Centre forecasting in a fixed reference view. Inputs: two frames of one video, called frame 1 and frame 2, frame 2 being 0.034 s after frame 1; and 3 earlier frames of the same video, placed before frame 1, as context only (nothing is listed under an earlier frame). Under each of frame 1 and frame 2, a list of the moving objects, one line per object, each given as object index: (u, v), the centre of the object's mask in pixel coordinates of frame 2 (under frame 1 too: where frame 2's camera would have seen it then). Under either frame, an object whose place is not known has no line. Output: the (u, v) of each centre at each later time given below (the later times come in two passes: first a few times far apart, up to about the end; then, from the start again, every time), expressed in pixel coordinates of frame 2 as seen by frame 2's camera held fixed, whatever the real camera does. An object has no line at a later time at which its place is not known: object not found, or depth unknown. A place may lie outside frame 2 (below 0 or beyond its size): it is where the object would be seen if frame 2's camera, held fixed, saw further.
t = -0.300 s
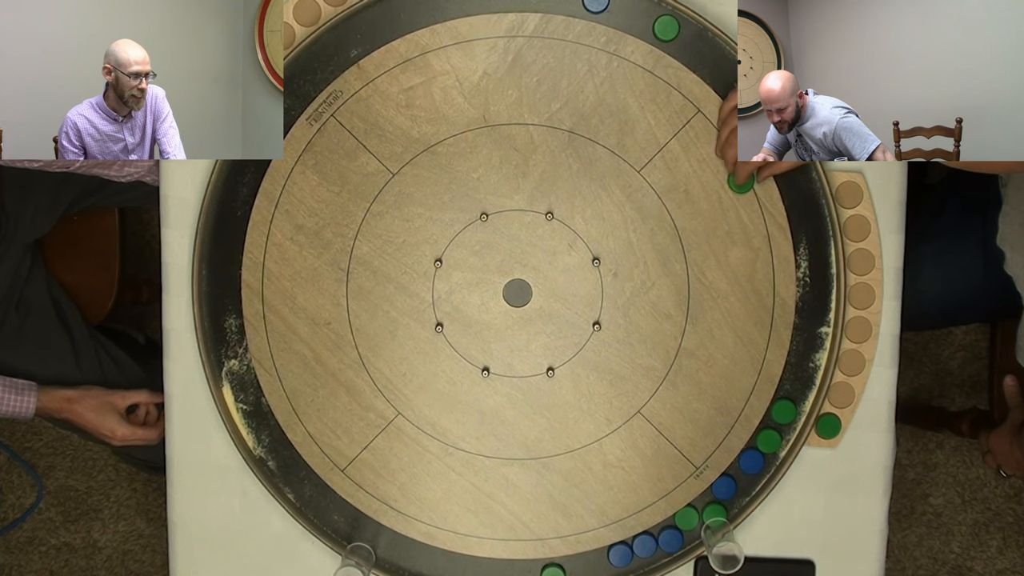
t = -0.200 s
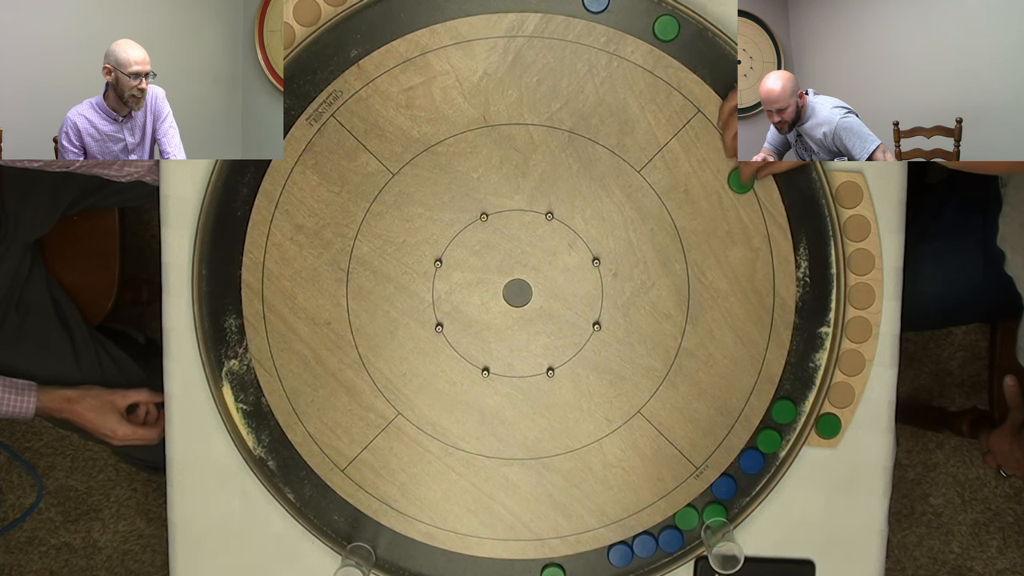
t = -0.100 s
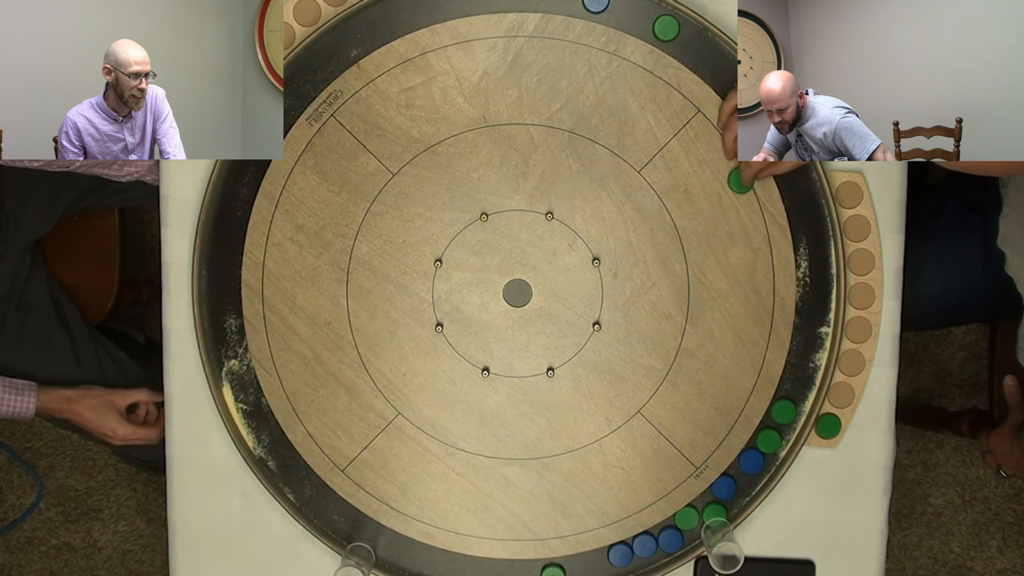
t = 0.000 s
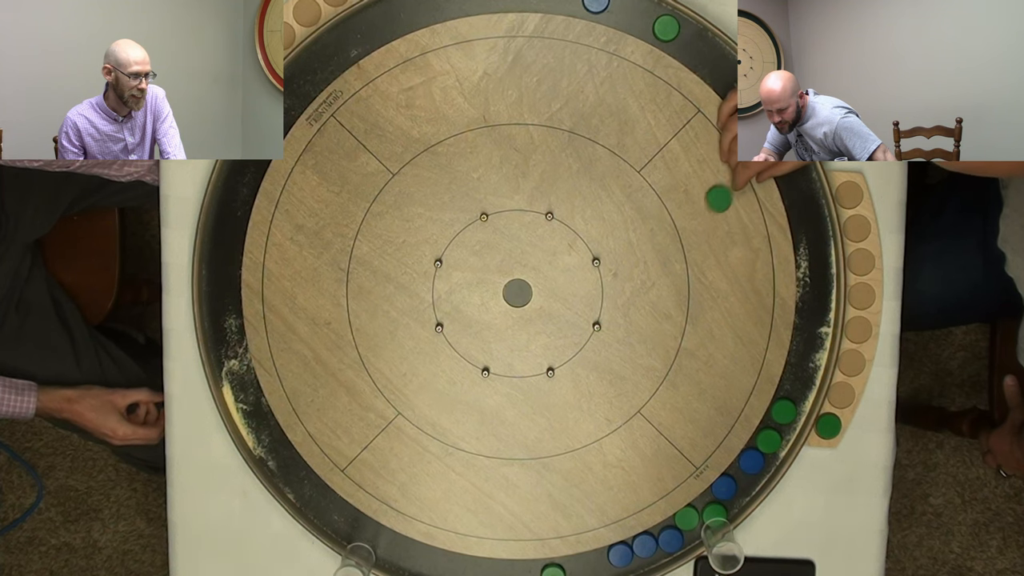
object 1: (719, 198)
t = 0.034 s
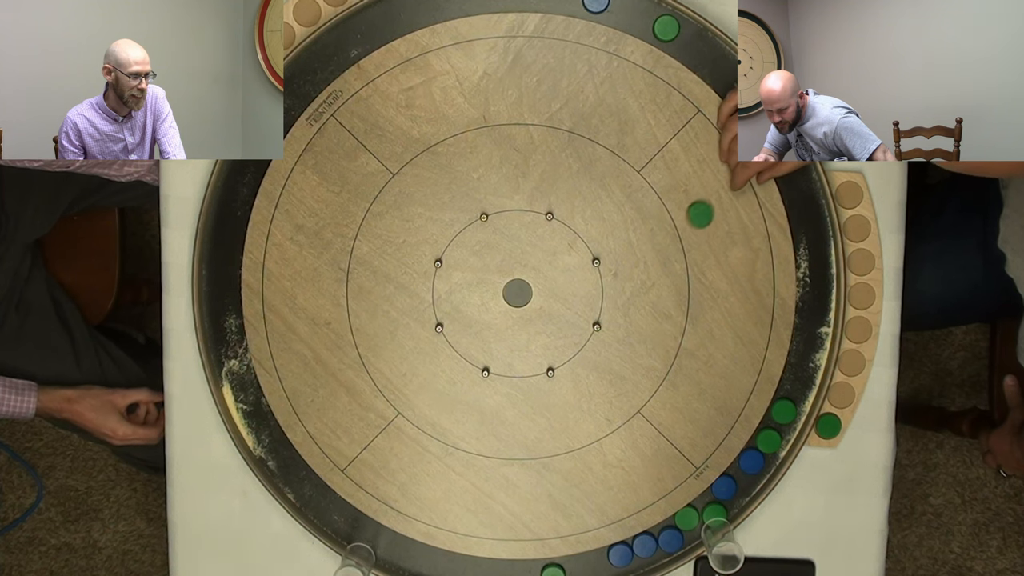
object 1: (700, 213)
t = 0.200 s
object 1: (627, 272)
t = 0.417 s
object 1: (583, 304)
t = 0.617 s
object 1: (581, 305)
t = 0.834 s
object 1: (581, 305)
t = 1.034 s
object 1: (581, 305)
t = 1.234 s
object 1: (581, 305)
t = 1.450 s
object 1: (582, 305)
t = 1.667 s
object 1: (581, 304)
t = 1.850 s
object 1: (581, 304)
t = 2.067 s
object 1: (582, 305)
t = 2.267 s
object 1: (582, 305)
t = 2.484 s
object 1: (582, 304)
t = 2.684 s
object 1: (582, 304)
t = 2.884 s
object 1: (582, 304)
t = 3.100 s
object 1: (582, 304)
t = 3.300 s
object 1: (582, 304)
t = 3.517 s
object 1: (582, 304)
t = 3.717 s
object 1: (582, 304)
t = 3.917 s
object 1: (582, 304)
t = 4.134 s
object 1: (582, 304)
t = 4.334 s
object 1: (582, 304)
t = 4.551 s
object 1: (582, 304)
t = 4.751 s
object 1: (582, 304)
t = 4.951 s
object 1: (582, 304)
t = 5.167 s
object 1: (582, 304)
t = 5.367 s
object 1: (582, 304)
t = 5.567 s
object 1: (582, 304)
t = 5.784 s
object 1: (582, 304)
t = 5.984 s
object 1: (582, 304)
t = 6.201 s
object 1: (582, 304)
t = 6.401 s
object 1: (582, 304)
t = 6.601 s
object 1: (582, 304)
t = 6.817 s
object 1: (582, 304)
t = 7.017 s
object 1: (582, 304)
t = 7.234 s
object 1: (582, 304)
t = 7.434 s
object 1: (582, 304)
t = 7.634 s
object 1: (582, 304)
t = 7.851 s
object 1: (582, 304)
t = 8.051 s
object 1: (582, 304)
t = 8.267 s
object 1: (582, 304)
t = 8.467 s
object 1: (582, 304)
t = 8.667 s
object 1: (582, 304)
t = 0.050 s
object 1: (691, 221)
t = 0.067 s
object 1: (682, 228)
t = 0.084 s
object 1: (674, 234)
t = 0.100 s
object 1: (666, 241)
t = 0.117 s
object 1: (659, 247)
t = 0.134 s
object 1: (652, 253)
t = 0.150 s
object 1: (645, 258)
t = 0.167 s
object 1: (639, 263)
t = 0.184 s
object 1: (633, 268)
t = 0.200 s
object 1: (627, 272)
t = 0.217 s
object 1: (621, 277)
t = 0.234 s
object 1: (617, 281)
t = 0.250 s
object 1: (612, 284)
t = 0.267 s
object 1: (608, 288)
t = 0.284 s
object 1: (603, 291)
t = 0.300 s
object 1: (600, 293)
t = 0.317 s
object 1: (596, 296)
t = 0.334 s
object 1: (593, 298)
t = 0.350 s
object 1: (590, 300)
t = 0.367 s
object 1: (588, 301)
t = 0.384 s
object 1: (586, 302)
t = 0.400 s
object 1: (585, 303)
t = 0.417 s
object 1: (583, 304)
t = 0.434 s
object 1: (582, 305)
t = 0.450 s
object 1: (582, 305)
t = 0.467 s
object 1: (581, 305)
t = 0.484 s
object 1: (581, 305)
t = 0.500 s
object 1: (581, 305)
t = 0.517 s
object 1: (581, 305)
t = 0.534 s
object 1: (581, 305)
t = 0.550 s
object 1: (581, 305)
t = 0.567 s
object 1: (581, 305)
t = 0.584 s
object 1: (581, 305)
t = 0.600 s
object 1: (581, 305)
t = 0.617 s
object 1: (581, 305)
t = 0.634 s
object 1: (581, 305)
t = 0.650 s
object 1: (581, 305)
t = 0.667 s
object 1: (581, 305)
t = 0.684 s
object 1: (581, 305)
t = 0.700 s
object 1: (581, 305)
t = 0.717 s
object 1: (581, 305)
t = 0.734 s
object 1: (581, 305)
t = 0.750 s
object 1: (581, 305)
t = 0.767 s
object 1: (581, 305)
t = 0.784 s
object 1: (581, 305)
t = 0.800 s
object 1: (581, 305)
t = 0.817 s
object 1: (581, 305)
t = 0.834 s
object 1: (581, 305)
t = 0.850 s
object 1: (581, 305)
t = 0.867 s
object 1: (581, 305)
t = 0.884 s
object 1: (581, 305)
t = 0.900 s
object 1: (581, 305)
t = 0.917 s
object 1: (581, 305)
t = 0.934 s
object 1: (581, 305)
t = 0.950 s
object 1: (581, 305)
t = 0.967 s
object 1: (581, 305)
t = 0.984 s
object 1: (581, 305)
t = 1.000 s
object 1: (581, 305)
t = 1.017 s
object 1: (581, 305)
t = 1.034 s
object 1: (581, 305)
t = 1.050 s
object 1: (581, 305)
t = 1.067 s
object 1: (581, 305)
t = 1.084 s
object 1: (581, 305)
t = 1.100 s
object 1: (581, 305)
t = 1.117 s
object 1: (581, 305)
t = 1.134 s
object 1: (581, 305)
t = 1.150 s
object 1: (581, 305)
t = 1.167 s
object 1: (581, 305)
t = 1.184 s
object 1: (581, 305)
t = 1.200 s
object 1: (581, 305)
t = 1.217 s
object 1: (581, 305)
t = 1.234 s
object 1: (581, 305)
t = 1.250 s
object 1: (581, 305)
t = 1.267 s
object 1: (581, 305)
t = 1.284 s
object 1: (581, 305)
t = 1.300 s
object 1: (581, 305)
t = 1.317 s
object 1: (581, 305)
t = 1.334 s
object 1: (582, 305)
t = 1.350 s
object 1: (582, 305)
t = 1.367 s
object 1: (582, 305)
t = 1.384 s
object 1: (582, 305)
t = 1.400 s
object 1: (582, 305)
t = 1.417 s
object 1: (582, 305)
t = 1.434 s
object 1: (582, 305)
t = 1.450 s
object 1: (582, 305)
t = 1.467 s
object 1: (581, 305)
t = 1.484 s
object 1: (582, 305)
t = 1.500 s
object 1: (581, 305)
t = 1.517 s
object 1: (582, 305)
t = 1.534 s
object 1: (581, 304)
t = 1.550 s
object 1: (581, 305)
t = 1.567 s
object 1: (581, 304)
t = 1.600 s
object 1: (581, 304)
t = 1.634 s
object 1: (581, 304)
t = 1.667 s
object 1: (581, 304)
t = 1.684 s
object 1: (581, 304)
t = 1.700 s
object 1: (581, 304)
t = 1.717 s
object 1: (581, 304)
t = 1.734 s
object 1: (581, 304)
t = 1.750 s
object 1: (581, 304)
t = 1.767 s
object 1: (581, 304)
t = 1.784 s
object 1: (581, 304)
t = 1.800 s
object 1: (581, 304)
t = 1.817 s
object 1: (581, 305)
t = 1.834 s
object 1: (581, 304)
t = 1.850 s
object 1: (581, 304)
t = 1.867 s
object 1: (582, 305)
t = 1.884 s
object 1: (581, 305)
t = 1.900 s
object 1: (582, 305)
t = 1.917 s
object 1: (582, 305)
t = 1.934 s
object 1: (582, 305)
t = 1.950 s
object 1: (582, 305)
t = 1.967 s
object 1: (582, 305)
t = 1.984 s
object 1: (582, 305)
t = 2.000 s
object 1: (582, 305)
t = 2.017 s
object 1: (582, 305)
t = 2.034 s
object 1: (582, 305)
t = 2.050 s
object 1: (582, 305)
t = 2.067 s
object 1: (582, 305)
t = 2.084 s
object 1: (582, 305)
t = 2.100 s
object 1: (582, 305)
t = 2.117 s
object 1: (582, 305)
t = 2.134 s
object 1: (582, 305)
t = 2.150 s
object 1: (582, 305)
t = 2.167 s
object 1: (582, 305)
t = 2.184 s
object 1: (582, 305)
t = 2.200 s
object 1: (582, 305)
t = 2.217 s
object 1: (582, 305)
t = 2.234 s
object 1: (582, 305)
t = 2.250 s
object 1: (582, 305)
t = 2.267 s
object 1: (582, 305)
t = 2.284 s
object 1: (582, 305)
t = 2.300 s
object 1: (582, 305)
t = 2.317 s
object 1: (582, 304)
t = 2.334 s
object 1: (582, 304)
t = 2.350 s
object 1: (582, 304)
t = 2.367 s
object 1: (582, 304)
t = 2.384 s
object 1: (582, 304)
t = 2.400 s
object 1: (582, 304)
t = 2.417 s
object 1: (582, 304)
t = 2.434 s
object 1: (582, 304)
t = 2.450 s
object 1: (582, 304)
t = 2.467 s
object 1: (582, 304)
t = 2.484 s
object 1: (582, 304)
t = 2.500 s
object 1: (582, 304)
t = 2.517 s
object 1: (582, 304)
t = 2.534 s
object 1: (582, 304)
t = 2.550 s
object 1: (582, 304)
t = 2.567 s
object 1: (582, 304)
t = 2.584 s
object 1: (582, 304)
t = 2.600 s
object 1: (582, 304)
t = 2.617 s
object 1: (582, 304)
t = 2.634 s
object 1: (582, 304)
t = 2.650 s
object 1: (582, 304)
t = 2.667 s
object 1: (582, 304)
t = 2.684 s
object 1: (582, 304)
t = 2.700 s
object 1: (582, 304)
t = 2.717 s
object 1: (582, 304)
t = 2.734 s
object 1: (582, 304)
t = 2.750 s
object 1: (582, 304)
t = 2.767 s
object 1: (582, 304)
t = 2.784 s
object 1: (582, 304)
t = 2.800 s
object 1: (582, 304)
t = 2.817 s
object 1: (582, 304)
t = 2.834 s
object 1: (582, 304)
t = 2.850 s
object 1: (582, 304)
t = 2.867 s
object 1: (582, 304)
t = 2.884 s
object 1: (582, 304)
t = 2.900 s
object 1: (582, 304)
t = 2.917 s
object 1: (582, 304)
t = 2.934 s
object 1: (582, 304)
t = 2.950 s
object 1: (582, 304)
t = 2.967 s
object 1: (582, 304)
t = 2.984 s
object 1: (582, 304)
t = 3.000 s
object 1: (582, 304)
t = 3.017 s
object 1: (582, 304)
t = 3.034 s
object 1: (582, 304)
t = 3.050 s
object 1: (582, 304)
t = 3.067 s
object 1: (582, 304)
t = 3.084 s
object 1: (582, 304)
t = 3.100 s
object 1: (582, 304)
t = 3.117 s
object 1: (582, 304)
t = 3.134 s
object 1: (582, 304)
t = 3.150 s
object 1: (582, 304)
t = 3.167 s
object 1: (582, 304)
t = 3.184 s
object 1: (582, 304)
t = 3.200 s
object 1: (582, 304)
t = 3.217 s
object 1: (582, 304)
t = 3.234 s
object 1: (582, 304)
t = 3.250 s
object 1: (582, 304)
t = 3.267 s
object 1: (582, 304)
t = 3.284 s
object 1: (582, 304)
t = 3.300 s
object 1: (582, 304)
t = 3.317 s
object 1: (582, 304)
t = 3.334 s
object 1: (582, 304)
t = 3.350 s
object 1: (582, 304)
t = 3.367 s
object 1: (582, 304)
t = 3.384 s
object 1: (582, 304)
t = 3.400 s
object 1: (582, 304)
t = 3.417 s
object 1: (582, 304)
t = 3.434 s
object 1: (582, 304)
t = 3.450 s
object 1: (582, 304)
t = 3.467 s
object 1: (582, 304)
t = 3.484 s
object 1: (582, 304)
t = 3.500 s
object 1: (582, 304)
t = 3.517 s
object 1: (582, 304)
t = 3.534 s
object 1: (582, 304)
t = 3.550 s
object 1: (582, 304)
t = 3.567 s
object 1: (582, 304)
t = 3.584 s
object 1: (582, 304)
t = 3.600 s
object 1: (582, 304)
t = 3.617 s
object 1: (582, 304)
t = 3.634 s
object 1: (582, 304)
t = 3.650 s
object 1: (582, 304)
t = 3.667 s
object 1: (582, 304)
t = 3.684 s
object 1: (582, 304)
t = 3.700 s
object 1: (582, 304)
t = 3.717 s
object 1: (582, 304)
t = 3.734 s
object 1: (582, 304)
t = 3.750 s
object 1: (582, 304)
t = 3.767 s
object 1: (582, 304)
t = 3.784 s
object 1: (582, 304)
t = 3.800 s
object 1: (582, 304)
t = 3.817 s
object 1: (582, 304)
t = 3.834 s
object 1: (582, 304)
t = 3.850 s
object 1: (582, 304)
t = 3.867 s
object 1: (582, 304)
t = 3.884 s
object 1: (582, 304)
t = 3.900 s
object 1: (582, 304)
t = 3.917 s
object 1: (582, 304)
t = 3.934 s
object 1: (582, 304)
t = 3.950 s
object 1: (582, 304)
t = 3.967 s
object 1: (582, 304)
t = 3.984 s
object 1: (582, 304)
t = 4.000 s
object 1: (582, 304)
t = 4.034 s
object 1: (582, 304)
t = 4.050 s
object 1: (582, 304)
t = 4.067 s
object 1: (582, 304)
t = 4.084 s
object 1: (582, 304)
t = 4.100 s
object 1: (582, 304)
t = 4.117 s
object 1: (582, 304)
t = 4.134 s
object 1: (582, 304)
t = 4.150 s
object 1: (582, 304)
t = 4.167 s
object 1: (582, 304)
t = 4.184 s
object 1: (582, 304)
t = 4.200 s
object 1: (582, 304)
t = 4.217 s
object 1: (582, 304)
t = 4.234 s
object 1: (582, 304)
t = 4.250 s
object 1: (582, 304)
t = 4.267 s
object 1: (582, 304)
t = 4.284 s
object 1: (582, 304)
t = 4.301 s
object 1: (582, 304)
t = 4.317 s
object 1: (582, 304)
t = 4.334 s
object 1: (582, 304)
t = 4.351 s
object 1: (582, 304)
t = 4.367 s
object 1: (582, 304)
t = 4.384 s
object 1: (582, 304)
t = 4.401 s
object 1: (582, 304)
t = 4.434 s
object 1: (582, 304)
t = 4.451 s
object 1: (582, 304)
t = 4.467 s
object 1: (582, 304)
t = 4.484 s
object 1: (582, 304)
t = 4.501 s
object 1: (582, 304)
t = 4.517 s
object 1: (582, 304)
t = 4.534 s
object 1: (582, 304)
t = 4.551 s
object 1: (582, 304)
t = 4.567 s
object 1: (582, 304)
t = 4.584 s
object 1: (582, 304)
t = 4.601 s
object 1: (582, 304)
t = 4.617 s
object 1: (582, 304)
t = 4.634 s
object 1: (582, 304)
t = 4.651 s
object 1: (582, 304)
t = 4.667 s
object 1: (582, 304)
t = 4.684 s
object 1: (582, 304)
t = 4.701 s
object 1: (582, 304)
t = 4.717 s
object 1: (582, 304)
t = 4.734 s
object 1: (582, 304)
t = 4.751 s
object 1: (582, 304)
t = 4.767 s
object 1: (582, 304)
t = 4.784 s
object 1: (582, 304)
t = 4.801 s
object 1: (582, 304)
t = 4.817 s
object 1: (582, 304)
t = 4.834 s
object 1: (582, 304)
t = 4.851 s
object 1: (582, 304)
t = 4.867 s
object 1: (582, 304)
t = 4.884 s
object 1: (582, 304)
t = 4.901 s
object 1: (582, 304)
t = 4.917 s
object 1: (582, 304)
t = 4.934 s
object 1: (582, 304)
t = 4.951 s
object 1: (582, 304)
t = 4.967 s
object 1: (582, 304)
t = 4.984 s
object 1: (582, 304)
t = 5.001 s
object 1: (582, 304)
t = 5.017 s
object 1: (582, 304)
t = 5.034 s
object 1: (582, 304)
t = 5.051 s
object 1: (582, 304)
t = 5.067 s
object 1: (582, 304)
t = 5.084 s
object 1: (582, 304)
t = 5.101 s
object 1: (582, 304)
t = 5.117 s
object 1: (582, 304)
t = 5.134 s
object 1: (582, 304)
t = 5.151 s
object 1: (582, 304)
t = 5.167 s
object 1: (582, 304)
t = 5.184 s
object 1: (582, 304)
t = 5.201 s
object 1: (582, 304)
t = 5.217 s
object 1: (582, 304)
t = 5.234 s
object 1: (582, 304)
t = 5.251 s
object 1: (582, 304)
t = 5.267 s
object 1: (582, 304)
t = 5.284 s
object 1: (582, 304)
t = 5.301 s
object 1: (582, 304)
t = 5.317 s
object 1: (582, 304)
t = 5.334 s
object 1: (582, 304)
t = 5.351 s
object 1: (582, 304)
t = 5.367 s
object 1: (582, 304)
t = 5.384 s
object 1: (582, 304)
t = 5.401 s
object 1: (582, 304)
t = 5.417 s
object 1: (582, 304)
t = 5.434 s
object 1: (582, 304)
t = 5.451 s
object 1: (582, 304)
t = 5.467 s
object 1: (582, 304)
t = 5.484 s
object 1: (582, 304)
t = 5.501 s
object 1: (582, 304)
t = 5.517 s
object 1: (582, 304)
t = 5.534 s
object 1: (582, 304)
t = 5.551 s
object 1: (582, 304)
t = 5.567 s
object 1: (582, 304)
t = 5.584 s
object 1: (582, 304)
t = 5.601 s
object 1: (582, 304)
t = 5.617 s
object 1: (582, 304)
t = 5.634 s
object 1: (582, 304)
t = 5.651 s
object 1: (582, 304)
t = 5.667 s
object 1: (582, 304)
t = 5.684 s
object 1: (582, 304)
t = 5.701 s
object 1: (582, 304)
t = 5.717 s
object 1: (582, 304)
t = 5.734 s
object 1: (582, 304)
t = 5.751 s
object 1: (582, 304)
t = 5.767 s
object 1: (582, 304)
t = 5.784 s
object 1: (582, 304)
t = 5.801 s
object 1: (582, 304)
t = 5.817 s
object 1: (582, 304)
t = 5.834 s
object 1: (582, 304)
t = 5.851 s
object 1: (582, 304)
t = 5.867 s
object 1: (582, 304)
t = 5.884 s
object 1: (582, 304)
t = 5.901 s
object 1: (582, 304)
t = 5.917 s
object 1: (582, 304)
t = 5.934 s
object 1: (582, 304)
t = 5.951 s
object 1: (582, 304)
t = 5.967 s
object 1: (582, 304)
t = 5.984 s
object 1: (582, 304)
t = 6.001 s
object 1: (582, 304)
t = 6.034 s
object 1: (582, 304)
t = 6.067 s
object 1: (582, 304)
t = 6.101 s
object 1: (582, 304)
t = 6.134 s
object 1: (582, 304)
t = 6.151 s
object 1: (582, 304)
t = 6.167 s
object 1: (582, 304)
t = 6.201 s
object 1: (582, 304)
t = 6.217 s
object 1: (582, 304)
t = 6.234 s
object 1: (582, 304)
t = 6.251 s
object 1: (582, 304)
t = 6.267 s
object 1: (582, 304)
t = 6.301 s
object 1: (582, 304)
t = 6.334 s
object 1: (582, 304)
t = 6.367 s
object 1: (582, 304)
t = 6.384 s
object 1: (582, 304)
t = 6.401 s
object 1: (582, 304)
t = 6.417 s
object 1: (582, 304)
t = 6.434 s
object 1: (582, 304)
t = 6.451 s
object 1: (582, 304)
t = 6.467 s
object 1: (582, 304)
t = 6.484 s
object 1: (582, 304)
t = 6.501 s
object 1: (582, 304)
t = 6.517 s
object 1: (582, 304)
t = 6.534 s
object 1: (582, 304)
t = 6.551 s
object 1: (582, 304)
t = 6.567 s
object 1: (582, 304)
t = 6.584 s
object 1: (582, 304)
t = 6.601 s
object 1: (582, 304)
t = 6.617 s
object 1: (582, 304)
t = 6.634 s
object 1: (582, 304)
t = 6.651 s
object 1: (582, 304)
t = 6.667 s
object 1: (582, 304)
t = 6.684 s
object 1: (582, 304)
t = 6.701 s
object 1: (582, 304)
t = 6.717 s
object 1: (582, 304)
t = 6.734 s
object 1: (582, 304)
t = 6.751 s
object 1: (582, 304)
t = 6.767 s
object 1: (582, 304)
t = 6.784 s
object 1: (582, 304)
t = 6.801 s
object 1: (582, 304)
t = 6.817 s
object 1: (582, 304)
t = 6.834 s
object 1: (582, 304)
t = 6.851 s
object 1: (582, 304)
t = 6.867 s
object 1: (582, 304)
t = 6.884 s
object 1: (582, 304)
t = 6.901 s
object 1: (582, 304)
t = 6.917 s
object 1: (582, 304)
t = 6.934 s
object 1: (582, 304)
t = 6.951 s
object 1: (582, 304)
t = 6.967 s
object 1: (582, 304)
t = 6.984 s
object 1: (582, 304)
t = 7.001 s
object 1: (582, 304)
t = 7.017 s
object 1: (582, 304)
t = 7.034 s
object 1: (582, 304)
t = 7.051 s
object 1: (582, 304)
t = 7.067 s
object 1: (582, 304)
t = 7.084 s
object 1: (582, 304)
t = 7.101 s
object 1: (582, 304)
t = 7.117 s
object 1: (582, 304)
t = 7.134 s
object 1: (582, 304)
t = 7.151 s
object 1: (582, 304)
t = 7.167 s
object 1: (582, 304)
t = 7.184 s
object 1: (582, 304)
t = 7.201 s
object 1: (582, 304)
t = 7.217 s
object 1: (582, 304)
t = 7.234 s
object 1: (582, 304)
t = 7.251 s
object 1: (582, 304)
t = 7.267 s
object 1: (582, 304)
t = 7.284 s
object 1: (582, 304)
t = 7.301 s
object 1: (582, 304)
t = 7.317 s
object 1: (582, 304)
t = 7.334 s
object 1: (582, 304)
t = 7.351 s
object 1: (582, 304)
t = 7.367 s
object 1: (582, 304)
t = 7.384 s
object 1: (582, 304)
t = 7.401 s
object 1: (582, 304)
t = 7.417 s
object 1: (582, 304)
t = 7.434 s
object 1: (582, 304)
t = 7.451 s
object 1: (582, 304)
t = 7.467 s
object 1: (582, 304)
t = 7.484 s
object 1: (582, 304)
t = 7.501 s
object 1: (582, 304)
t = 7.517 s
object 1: (582, 304)
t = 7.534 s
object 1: (582, 304)
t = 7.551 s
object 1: (582, 304)
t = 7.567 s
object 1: (582, 304)
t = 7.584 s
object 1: (582, 304)
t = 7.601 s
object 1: (582, 304)
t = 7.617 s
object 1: (582, 304)
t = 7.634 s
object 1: (582, 304)
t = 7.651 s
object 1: (582, 304)
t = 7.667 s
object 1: (582, 304)
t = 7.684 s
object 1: (582, 304)
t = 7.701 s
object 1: (582, 304)
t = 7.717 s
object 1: (582, 304)
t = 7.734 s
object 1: (582, 304)
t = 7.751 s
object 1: (582, 304)
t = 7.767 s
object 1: (582, 304)
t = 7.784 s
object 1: (582, 304)
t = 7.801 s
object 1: (582, 304)
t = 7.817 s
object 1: (582, 304)
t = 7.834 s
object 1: (582, 304)
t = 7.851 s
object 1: (582, 304)
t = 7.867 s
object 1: (582, 304)
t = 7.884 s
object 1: (582, 304)
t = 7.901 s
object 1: (582, 304)
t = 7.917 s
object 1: (582, 304)
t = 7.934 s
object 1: (582, 304)
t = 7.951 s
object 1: (582, 304)
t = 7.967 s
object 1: (582, 304)
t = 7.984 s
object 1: (582, 304)
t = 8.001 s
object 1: (582, 304)
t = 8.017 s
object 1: (582, 304)
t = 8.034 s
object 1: (582, 304)
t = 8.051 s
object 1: (582, 304)
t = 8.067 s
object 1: (582, 304)
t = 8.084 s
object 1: (582, 304)
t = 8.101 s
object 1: (582, 304)
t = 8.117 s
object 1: (582, 304)
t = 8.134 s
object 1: (582, 304)
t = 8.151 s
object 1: (582, 304)
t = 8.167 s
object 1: (582, 304)
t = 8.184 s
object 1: (582, 304)
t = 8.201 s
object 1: (582, 304)
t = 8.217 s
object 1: (582, 304)
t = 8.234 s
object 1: (582, 304)
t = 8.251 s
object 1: (582, 304)
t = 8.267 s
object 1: (582, 304)
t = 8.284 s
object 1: (582, 304)
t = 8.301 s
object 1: (582, 304)
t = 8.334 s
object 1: (582, 304)
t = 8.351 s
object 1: (582, 304)
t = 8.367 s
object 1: (582, 304)
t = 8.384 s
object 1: (582, 304)
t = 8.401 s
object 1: (582, 304)
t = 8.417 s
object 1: (582, 304)
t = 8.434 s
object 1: (582, 304)
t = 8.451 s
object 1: (582, 304)
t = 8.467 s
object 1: (582, 304)
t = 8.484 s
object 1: (582, 304)
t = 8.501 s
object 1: (582, 304)
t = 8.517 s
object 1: (582, 304)
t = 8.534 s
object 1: (582, 304)
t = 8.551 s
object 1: (582, 304)
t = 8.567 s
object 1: (582, 304)
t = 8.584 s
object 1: (582, 304)
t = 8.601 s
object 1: (582, 304)
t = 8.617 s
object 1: (582, 304)
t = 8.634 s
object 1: (582, 304)
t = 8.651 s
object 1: (582, 304)
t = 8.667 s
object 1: (582, 304)
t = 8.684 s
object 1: (582, 304)
